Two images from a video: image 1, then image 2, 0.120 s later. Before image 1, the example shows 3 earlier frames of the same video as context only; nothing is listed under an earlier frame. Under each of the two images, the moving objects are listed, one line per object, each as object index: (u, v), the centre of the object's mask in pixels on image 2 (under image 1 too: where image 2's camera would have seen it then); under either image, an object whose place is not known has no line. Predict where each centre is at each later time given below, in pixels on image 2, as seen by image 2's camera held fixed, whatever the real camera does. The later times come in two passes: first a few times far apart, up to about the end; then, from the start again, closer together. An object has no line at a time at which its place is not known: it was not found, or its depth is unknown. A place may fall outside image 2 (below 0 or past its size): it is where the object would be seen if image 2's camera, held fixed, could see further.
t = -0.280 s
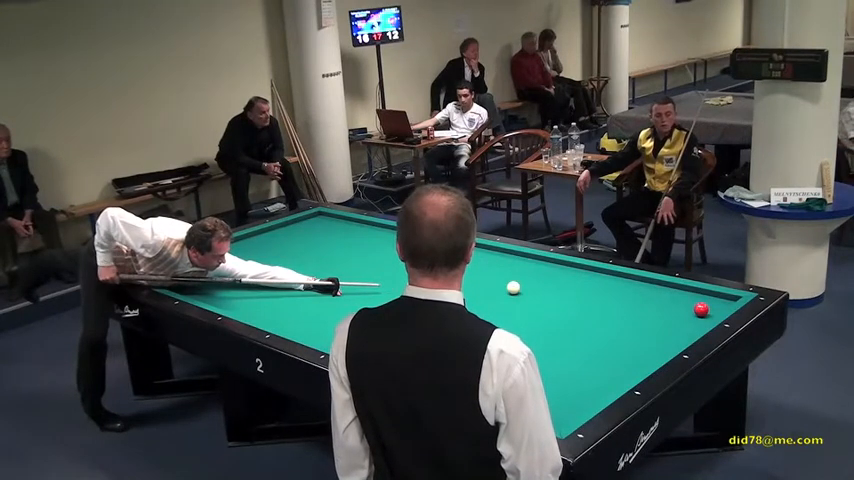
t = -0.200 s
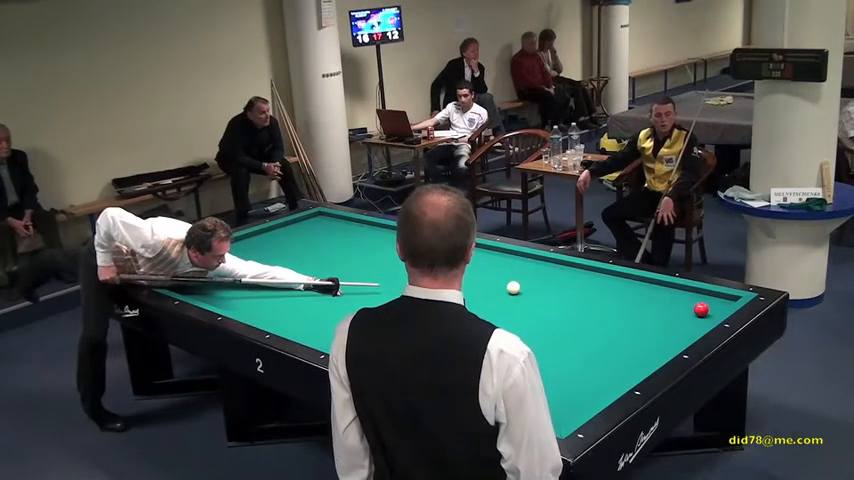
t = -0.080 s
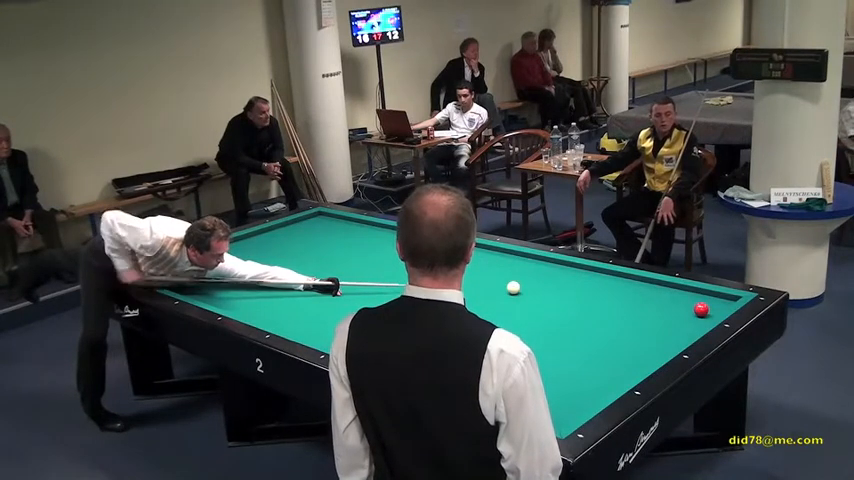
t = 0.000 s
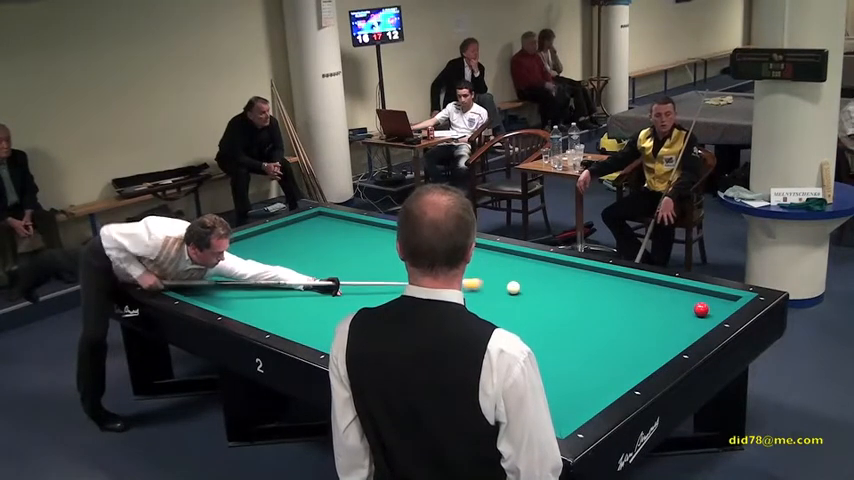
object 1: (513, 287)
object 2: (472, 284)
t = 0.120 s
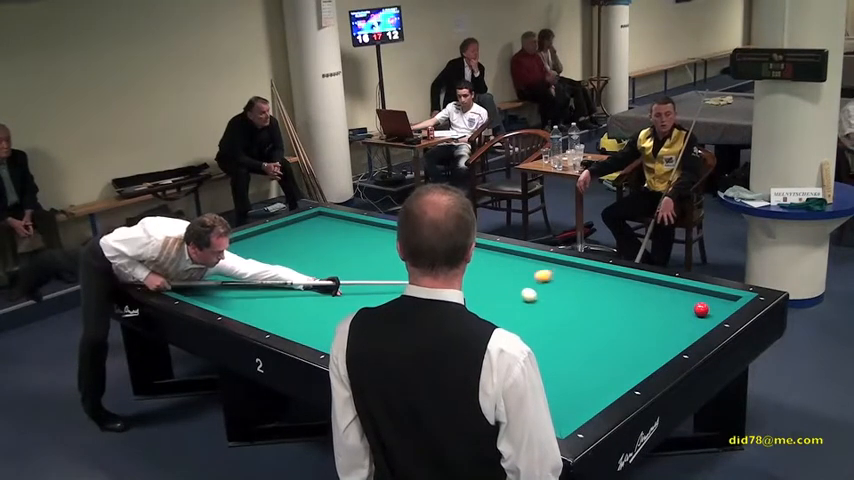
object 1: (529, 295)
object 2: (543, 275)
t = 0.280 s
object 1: (561, 310)
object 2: (577, 275)
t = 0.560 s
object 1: (615, 336)
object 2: (551, 309)
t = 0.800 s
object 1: (642, 353)
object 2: (532, 340)
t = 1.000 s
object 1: (605, 347)
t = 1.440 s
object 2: (543, 382)
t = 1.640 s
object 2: (569, 373)
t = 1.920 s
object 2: (608, 358)
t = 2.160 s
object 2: (639, 347)
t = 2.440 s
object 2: (672, 335)
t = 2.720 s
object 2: (698, 322)
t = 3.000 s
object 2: (710, 313)
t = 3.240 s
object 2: (714, 309)
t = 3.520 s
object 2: (716, 305)
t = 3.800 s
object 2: (718, 300)
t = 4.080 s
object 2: (719, 296)
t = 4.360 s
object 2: (715, 296)
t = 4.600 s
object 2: (710, 297)
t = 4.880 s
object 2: (705, 298)
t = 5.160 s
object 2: (701, 299)
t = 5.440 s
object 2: (698, 299)
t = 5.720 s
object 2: (695, 300)
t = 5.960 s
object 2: (693, 301)
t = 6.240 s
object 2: (691, 301)
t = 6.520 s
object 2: (689, 302)
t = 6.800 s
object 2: (688, 301)
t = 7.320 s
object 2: (683, 300)
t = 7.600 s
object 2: (687, 302)
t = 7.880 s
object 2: (687, 302)
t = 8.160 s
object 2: (687, 302)
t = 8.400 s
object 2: (687, 302)
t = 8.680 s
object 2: (687, 302)
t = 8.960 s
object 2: (687, 302)
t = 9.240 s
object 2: (687, 302)
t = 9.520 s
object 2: (687, 302)
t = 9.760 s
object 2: (687, 302)
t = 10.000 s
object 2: (687, 302)
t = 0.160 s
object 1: (537, 299)
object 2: (562, 271)
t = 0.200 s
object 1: (545, 303)
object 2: (580, 267)
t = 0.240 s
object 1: (553, 306)
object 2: (581, 270)
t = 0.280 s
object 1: (561, 310)
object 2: (577, 275)
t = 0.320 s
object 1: (568, 314)
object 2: (572, 280)
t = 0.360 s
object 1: (576, 317)
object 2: (568, 285)
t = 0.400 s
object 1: (583, 321)
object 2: (565, 290)
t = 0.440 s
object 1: (591, 325)
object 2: (561, 295)
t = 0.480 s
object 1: (599, 328)
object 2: (558, 300)
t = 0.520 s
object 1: (607, 332)
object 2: (554, 305)
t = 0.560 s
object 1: (615, 336)
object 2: (551, 309)
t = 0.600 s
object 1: (623, 340)
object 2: (548, 314)
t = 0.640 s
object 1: (632, 344)
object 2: (545, 319)
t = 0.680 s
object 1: (640, 348)
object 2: (542, 325)
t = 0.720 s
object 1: (649, 352)
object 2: (538, 330)
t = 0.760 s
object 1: (652, 354)
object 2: (535, 335)
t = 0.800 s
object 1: (642, 353)
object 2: (532, 340)
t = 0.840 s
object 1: (634, 351)
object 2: (530, 344)
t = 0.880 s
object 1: (626, 350)
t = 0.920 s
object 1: (619, 349)
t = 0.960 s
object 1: (612, 348)
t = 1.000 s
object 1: (605, 347)
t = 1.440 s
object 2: (543, 382)
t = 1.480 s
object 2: (547, 380)
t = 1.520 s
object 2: (552, 379)
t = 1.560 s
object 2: (558, 377)
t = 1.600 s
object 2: (564, 375)
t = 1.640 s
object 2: (569, 373)
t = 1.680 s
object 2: (575, 371)
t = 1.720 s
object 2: (581, 369)
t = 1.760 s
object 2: (586, 366)
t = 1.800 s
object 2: (592, 364)
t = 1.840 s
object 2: (597, 362)
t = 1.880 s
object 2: (603, 361)
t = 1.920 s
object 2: (608, 358)
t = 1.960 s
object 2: (613, 356)
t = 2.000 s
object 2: (618, 355)
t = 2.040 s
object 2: (624, 353)
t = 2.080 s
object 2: (629, 351)
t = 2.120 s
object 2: (634, 349)
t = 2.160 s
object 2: (639, 347)
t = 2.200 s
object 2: (644, 345)
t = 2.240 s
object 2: (649, 343)
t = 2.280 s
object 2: (654, 342)
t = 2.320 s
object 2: (658, 340)
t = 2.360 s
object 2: (663, 338)
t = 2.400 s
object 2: (668, 337)
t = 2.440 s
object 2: (672, 335)
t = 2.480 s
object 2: (677, 333)
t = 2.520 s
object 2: (682, 331)
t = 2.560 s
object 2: (686, 329)
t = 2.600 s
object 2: (690, 328)
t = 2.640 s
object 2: (694, 325)
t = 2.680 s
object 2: (696, 324)
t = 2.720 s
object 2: (698, 322)
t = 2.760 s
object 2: (700, 320)
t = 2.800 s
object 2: (701, 318)
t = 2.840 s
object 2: (703, 317)
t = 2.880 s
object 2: (704, 315)
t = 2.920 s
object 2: (706, 314)
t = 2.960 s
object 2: (709, 314)
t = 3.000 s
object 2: (710, 313)
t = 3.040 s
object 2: (712, 312)
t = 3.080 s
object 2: (713, 312)
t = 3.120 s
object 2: (713, 311)
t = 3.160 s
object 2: (713, 310)
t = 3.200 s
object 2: (713, 310)
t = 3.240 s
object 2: (714, 309)
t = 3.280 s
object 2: (714, 308)
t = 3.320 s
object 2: (715, 308)
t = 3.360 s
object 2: (715, 307)
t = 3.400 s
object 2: (715, 307)
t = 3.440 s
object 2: (715, 306)
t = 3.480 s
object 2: (716, 306)
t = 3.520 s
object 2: (716, 305)
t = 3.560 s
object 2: (716, 304)
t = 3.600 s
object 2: (717, 304)
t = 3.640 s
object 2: (717, 303)
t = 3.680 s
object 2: (717, 302)
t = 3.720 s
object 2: (717, 302)
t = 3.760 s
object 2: (717, 301)
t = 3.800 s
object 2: (718, 300)
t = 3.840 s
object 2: (718, 300)
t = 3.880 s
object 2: (718, 299)
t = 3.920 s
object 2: (718, 299)
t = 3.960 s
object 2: (718, 298)
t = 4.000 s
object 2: (718, 298)
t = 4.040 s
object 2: (719, 297)
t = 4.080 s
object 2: (719, 296)
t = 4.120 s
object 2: (719, 296)
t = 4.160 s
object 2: (719, 296)
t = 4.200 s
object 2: (718, 296)
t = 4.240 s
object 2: (717, 296)
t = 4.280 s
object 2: (717, 296)
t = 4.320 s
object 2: (716, 296)
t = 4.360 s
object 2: (715, 296)
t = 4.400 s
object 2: (714, 297)
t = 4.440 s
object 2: (713, 297)
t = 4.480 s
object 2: (712, 297)
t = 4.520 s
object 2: (711, 297)
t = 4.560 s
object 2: (711, 297)
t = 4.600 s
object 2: (710, 297)
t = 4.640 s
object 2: (710, 297)
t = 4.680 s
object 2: (709, 297)
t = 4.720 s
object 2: (708, 297)
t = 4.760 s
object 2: (708, 297)
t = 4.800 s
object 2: (707, 298)
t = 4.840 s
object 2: (706, 298)
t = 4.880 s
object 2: (705, 298)
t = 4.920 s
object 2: (705, 298)
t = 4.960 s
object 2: (704, 298)
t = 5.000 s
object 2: (704, 298)
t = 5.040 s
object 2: (703, 298)
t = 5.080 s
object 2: (702, 298)
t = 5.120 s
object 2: (702, 299)
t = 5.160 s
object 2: (701, 299)
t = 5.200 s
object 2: (701, 299)
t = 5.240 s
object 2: (700, 299)
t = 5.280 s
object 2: (700, 299)
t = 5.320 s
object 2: (699, 299)
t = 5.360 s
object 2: (699, 299)
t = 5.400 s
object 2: (698, 300)
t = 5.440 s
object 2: (698, 299)
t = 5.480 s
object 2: (697, 300)
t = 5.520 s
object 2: (697, 300)
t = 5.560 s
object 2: (696, 300)
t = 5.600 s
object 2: (696, 300)
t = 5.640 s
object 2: (696, 300)
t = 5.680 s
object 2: (695, 300)
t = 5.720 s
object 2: (695, 300)
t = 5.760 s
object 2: (694, 301)
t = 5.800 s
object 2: (694, 301)
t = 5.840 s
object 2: (694, 300)
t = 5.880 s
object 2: (693, 301)
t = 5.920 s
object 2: (693, 301)
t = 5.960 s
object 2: (693, 301)
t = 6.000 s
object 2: (692, 301)
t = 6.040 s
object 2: (692, 301)
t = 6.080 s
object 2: (691, 301)
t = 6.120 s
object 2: (691, 301)
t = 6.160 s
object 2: (691, 301)
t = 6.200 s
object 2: (691, 301)
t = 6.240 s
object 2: (691, 301)
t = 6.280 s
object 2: (691, 301)
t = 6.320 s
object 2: (690, 302)
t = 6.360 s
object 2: (690, 302)
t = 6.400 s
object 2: (690, 302)
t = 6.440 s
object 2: (689, 302)
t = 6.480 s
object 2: (690, 302)
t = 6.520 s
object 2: (689, 302)
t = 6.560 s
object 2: (689, 302)
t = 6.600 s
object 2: (689, 302)
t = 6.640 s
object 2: (689, 302)
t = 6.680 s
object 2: (689, 302)
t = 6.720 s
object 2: (688, 302)
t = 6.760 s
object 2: (688, 302)
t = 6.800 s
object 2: (688, 301)
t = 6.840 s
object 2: (688, 302)
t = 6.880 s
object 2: (692, 301)
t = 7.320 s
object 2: (683, 300)
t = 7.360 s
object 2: (686, 301)
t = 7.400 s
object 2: (687, 302)
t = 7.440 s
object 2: (687, 302)
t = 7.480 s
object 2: (687, 302)
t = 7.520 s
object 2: (687, 302)
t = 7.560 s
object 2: (687, 302)
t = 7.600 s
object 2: (687, 302)
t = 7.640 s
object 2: (687, 302)
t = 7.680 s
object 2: (687, 302)
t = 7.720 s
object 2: (687, 302)
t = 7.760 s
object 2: (687, 302)
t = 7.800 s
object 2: (687, 302)
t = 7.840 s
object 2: (687, 302)
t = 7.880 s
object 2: (687, 302)
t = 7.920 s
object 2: (687, 302)
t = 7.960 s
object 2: (687, 302)
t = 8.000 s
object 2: (687, 302)
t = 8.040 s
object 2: (687, 302)
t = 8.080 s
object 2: (687, 302)
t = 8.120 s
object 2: (687, 302)
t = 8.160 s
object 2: (687, 302)
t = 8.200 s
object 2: (687, 302)
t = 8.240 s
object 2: (687, 302)
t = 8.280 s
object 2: (687, 302)
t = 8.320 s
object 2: (687, 302)
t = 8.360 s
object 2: (687, 302)
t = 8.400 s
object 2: (687, 302)
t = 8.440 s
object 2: (687, 302)
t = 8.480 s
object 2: (687, 302)
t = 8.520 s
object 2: (687, 302)
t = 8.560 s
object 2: (687, 302)
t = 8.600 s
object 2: (687, 302)
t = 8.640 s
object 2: (687, 302)
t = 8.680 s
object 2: (687, 302)
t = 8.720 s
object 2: (687, 302)
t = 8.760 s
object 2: (687, 302)
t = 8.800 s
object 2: (687, 302)
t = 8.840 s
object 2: (687, 302)
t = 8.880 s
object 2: (687, 302)
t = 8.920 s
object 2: (687, 302)
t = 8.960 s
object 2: (687, 302)
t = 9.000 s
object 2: (687, 302)
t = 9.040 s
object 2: (687, 302)
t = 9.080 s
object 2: (687, 302)
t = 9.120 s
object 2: (687, 302)
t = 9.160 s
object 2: (687, 302)
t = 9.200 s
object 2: (687, 302)
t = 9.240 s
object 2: (687, 302)
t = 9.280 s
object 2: (687, 302)
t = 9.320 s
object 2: (687, 302)
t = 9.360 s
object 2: (687, 302)
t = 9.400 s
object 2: (687, 302)
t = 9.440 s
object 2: (687, 302)
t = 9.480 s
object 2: (687, 302)
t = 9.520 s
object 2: (687, 302)
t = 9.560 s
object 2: (687, 302)
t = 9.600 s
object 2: (687, 302)
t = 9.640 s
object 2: (687, 302)
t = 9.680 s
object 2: (687, 302)
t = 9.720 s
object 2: (687, 302)
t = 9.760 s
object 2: (687, 302)
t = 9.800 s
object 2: (687, 302)
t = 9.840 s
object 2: (687, 302)
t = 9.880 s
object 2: (687, 302)
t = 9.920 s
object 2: (687, 302)
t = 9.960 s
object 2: (687, 302)
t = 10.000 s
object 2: (687, 302)
